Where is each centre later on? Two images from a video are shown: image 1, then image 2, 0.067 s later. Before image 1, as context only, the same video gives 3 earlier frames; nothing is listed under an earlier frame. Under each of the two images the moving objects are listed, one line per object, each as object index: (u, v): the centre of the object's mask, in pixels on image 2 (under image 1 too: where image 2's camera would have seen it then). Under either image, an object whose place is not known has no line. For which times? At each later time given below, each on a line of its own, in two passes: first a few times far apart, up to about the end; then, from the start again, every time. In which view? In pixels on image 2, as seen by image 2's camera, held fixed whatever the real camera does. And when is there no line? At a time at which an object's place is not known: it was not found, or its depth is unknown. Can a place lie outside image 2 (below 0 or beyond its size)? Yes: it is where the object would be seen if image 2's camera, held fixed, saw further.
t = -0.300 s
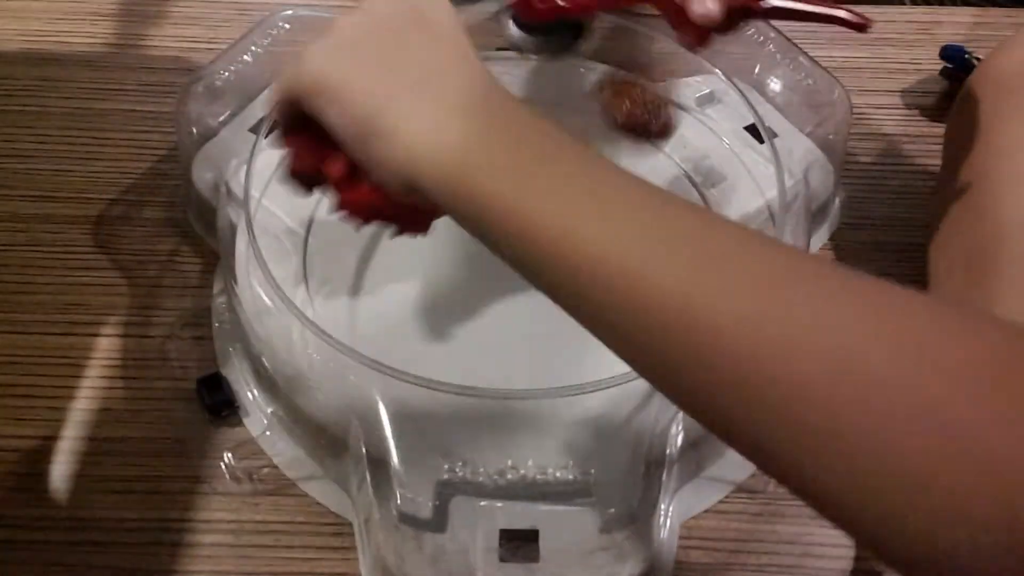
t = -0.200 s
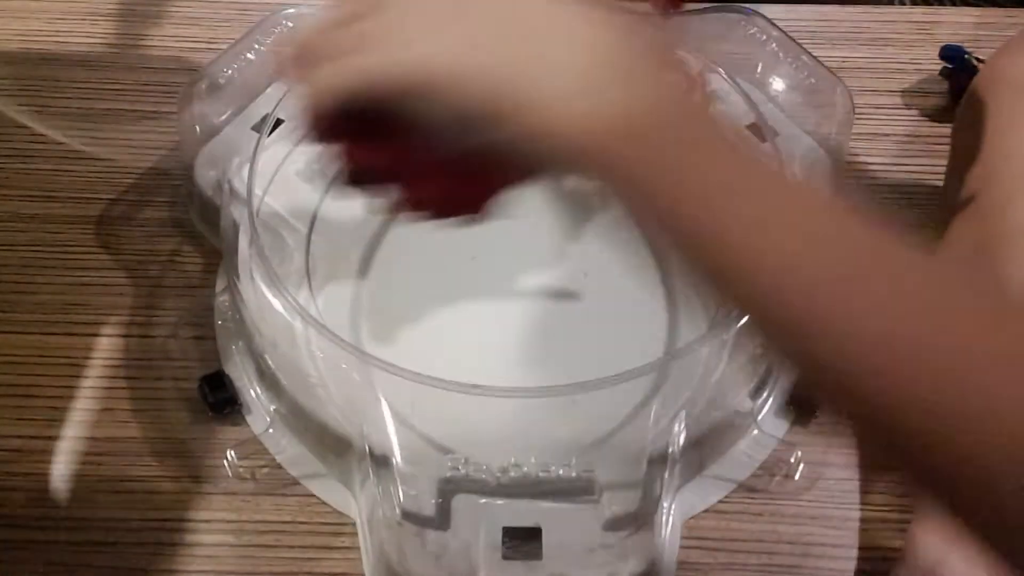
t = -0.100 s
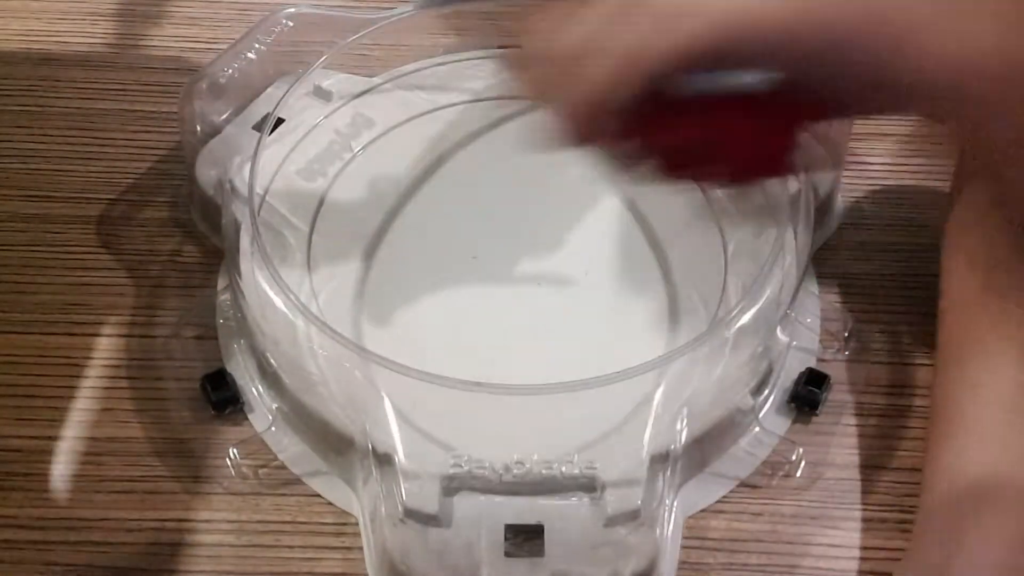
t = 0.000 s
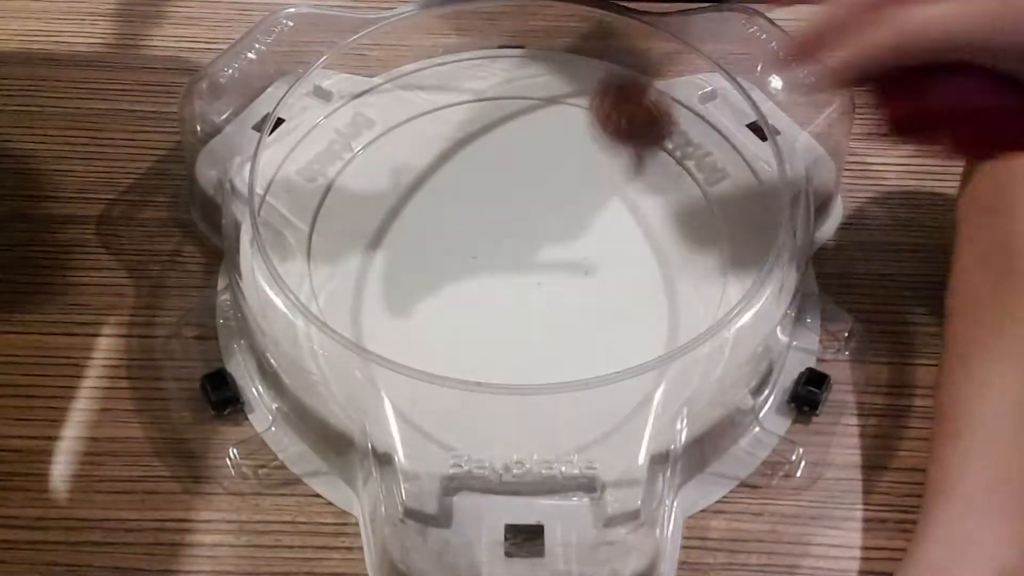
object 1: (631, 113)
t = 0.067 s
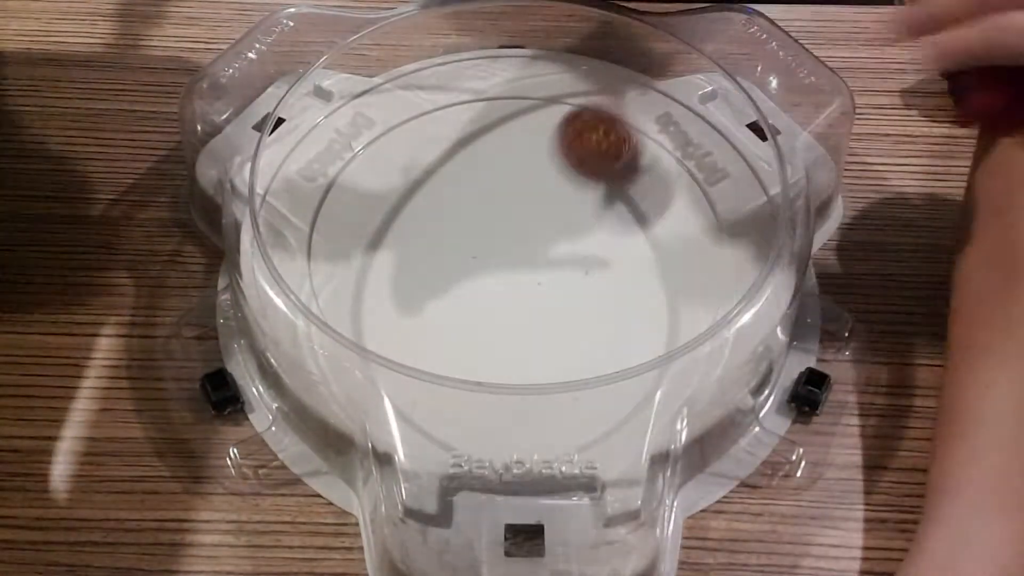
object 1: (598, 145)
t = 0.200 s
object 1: (517, 236)
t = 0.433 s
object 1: (431, 331)
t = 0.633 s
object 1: (499, 321)
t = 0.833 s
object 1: (628, 237)
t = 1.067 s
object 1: (670, 139)
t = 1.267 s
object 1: (592, 152)
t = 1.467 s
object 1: (588, 228)
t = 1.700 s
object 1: (642, 260)
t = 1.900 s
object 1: (626, 261)
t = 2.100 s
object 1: (588, 288)
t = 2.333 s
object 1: (564, 309)
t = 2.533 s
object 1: (527, 311)
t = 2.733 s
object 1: (487, 307)
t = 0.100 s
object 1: (580, 169)
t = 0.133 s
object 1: (560, 198)
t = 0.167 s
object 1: (538, 210)
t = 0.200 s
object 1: (517, 236)
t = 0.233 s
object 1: (496, 260)
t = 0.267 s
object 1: (478, 278)
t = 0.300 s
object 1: (461, 293)
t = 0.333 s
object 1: (448, 309)
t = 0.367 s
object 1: (438, 320)
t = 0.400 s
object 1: (432, 327)
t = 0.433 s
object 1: (431, 331)
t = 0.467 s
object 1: (434, 333)
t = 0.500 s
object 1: (440, 335)
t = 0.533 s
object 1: (449, 337)
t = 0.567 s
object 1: (463, 335)
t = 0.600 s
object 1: (479, 331)
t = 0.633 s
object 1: (499, 321)
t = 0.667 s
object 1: (519, 311)
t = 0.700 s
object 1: (543, 295)
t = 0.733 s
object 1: (565, 283)
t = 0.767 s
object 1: (585, 269)
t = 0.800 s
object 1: (610, 249)
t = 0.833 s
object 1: (628, 237)
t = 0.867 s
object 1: (647, 219)
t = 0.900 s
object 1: (663, 202)
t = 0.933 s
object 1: (678, 186)
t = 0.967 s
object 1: (690, 170)
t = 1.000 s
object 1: (693, 155)
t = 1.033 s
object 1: (683, 147)
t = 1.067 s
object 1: (670, 139)
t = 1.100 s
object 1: (658, 135)
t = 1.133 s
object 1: (647, 133)
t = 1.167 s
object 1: (634, 132)
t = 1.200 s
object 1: (621, 134)
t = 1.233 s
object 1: (606, 142)
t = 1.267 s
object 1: (592, 152)
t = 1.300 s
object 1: (583, 164)
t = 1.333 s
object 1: (577, 177)
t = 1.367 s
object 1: (576, 191)
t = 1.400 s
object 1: (578, 204)
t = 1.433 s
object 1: (582, 217)
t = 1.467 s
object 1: (588, 228)
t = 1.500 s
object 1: (595, 238)
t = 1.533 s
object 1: (604, 246)
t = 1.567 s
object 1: (613, 251)
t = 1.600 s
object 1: (623, 256)
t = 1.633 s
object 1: (631, 258)
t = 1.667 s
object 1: (638, 259)
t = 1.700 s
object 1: (642, 260)
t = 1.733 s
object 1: (644, 259)
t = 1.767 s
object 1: (645, 259)
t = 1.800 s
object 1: (643, 258)
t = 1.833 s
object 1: (639, 259)
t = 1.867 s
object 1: (633, 259)
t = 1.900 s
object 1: (626, 261)
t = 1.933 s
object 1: (620, 265)
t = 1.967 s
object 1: (612, 269)
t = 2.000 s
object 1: (605, 274)
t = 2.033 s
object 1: (598, 278)
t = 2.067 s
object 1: (593, 283)
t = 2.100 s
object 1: (588, 288)
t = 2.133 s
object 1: (584, 294)
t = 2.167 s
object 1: (581, 298)
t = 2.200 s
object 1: (578, 302)
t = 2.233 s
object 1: (575, 305)
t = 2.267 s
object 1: (572, 307)
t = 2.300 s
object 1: (568, 308)
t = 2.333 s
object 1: (564, 309)
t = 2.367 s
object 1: (560, 309)
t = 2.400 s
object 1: (554, 310)
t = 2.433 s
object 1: (547, 310)
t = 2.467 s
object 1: (540, 310)
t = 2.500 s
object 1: (534, 310)
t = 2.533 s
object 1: (527, 311)
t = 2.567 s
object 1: (519, 311)
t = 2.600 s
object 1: (512, 311)
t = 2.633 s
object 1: (505, 310)
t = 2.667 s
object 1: (500, 309)
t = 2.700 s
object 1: (494, 308)
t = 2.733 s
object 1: (487, 307)
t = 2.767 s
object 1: (480, 305)
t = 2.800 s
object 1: (474, 303)
